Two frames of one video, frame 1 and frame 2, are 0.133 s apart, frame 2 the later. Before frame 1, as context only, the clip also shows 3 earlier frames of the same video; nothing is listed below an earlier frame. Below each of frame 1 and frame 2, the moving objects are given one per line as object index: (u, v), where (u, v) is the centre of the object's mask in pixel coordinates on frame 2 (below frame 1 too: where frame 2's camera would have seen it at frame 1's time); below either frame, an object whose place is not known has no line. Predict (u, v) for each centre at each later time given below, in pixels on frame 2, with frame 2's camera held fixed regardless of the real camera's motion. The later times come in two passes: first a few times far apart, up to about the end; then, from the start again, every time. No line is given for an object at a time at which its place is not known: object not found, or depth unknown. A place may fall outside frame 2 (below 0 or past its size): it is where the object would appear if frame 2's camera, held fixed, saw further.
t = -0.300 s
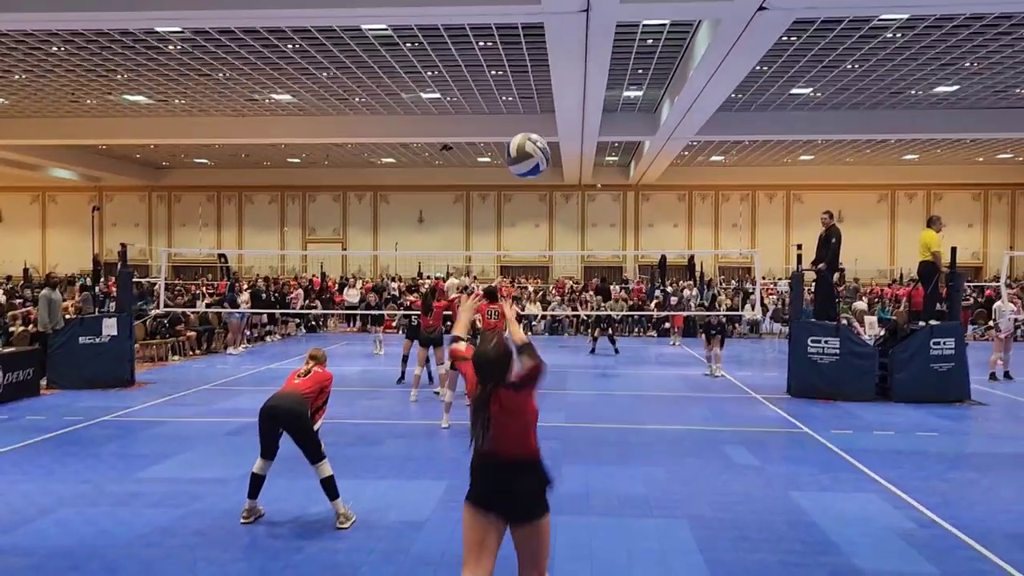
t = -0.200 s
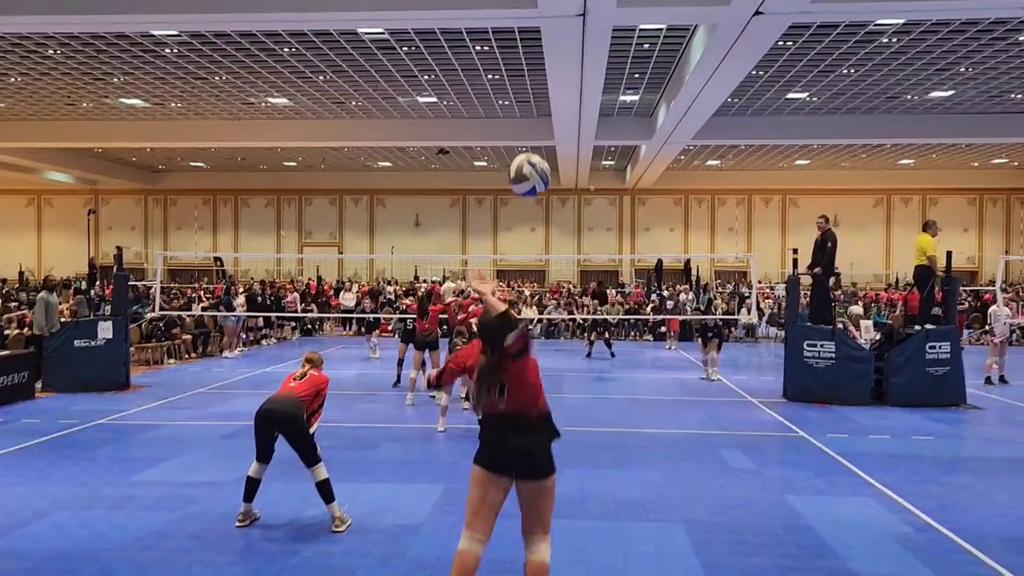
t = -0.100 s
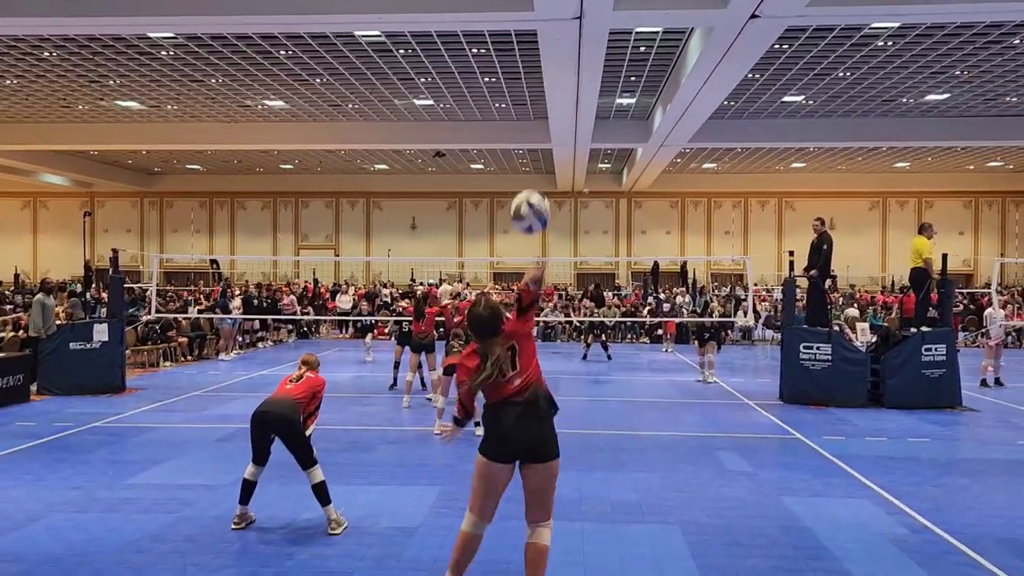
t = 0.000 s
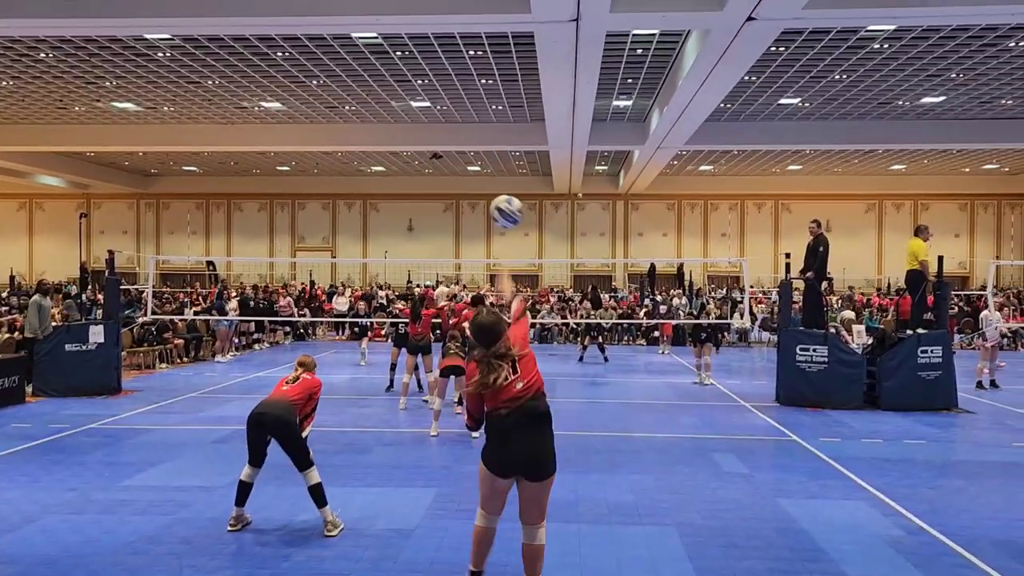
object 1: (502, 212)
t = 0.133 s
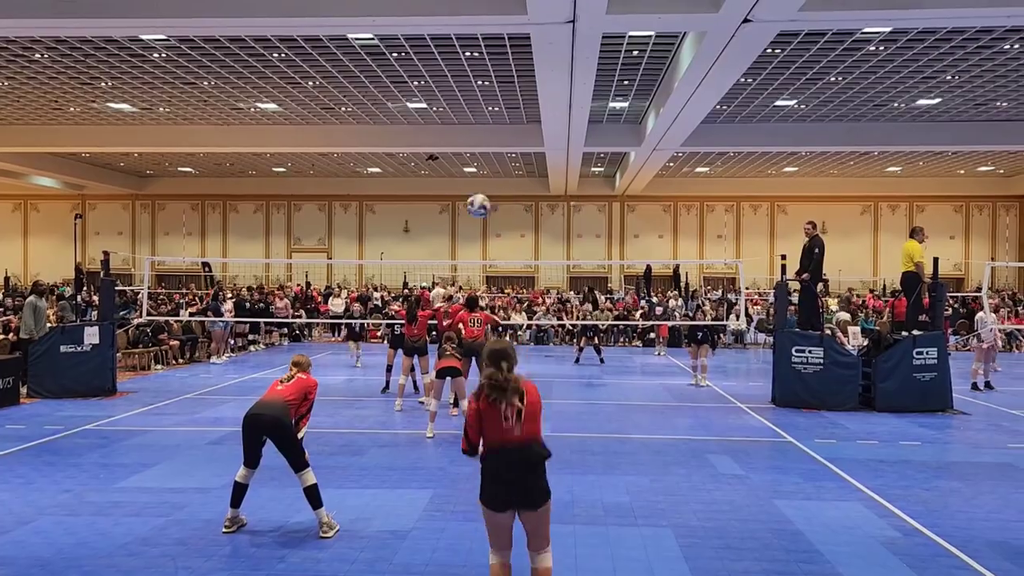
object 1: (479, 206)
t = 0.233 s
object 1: (467, 214)
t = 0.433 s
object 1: (456, 245)
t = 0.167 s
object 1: (474, 207)
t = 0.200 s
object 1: (470, 210)
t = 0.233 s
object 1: (467, 214)
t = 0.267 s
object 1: (464, 218)
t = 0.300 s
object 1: (462, 222)
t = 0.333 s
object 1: (459, 228)
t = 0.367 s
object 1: (458, 234)
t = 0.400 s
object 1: (457, 239)
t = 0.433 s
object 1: (456, 245)
